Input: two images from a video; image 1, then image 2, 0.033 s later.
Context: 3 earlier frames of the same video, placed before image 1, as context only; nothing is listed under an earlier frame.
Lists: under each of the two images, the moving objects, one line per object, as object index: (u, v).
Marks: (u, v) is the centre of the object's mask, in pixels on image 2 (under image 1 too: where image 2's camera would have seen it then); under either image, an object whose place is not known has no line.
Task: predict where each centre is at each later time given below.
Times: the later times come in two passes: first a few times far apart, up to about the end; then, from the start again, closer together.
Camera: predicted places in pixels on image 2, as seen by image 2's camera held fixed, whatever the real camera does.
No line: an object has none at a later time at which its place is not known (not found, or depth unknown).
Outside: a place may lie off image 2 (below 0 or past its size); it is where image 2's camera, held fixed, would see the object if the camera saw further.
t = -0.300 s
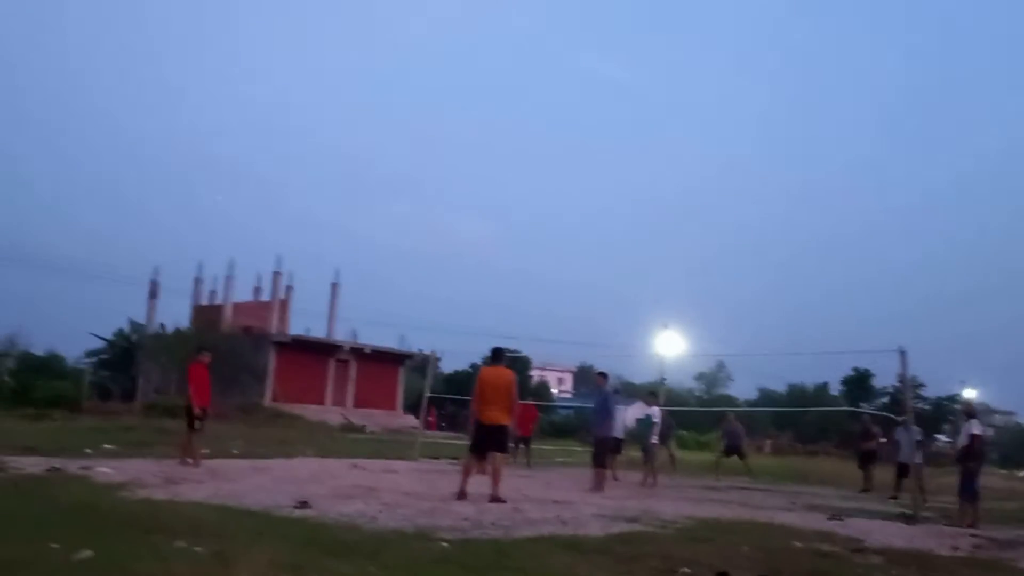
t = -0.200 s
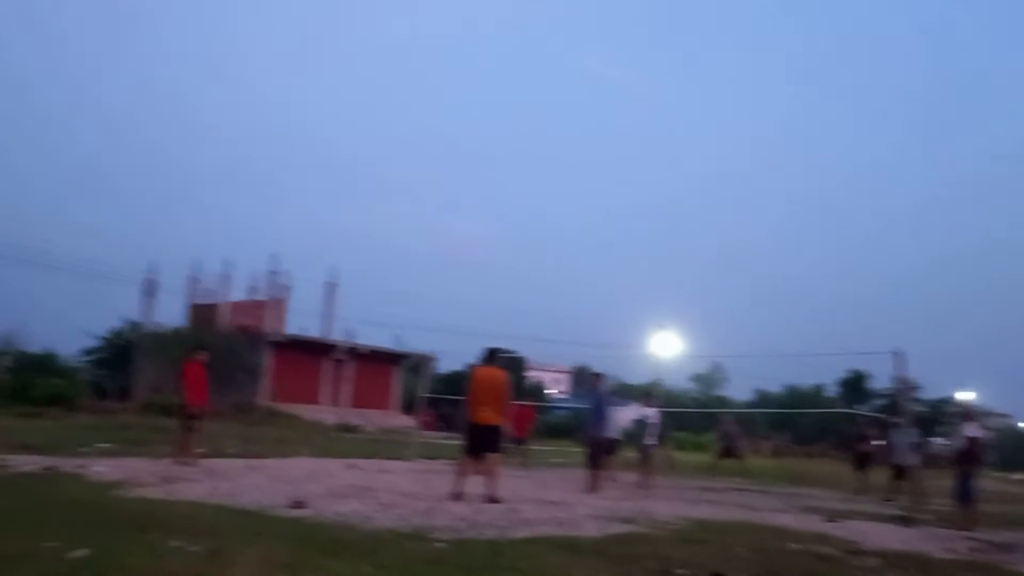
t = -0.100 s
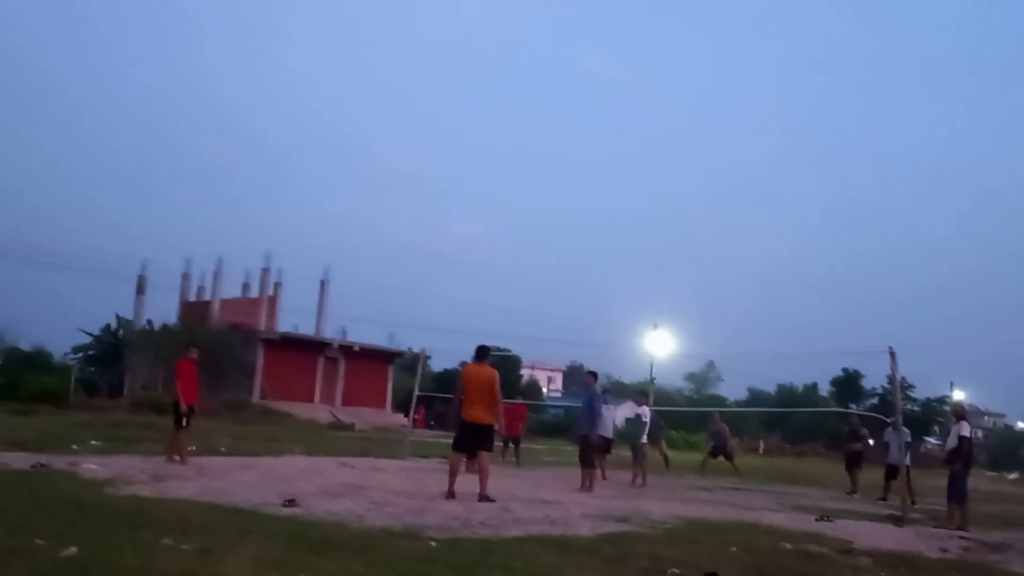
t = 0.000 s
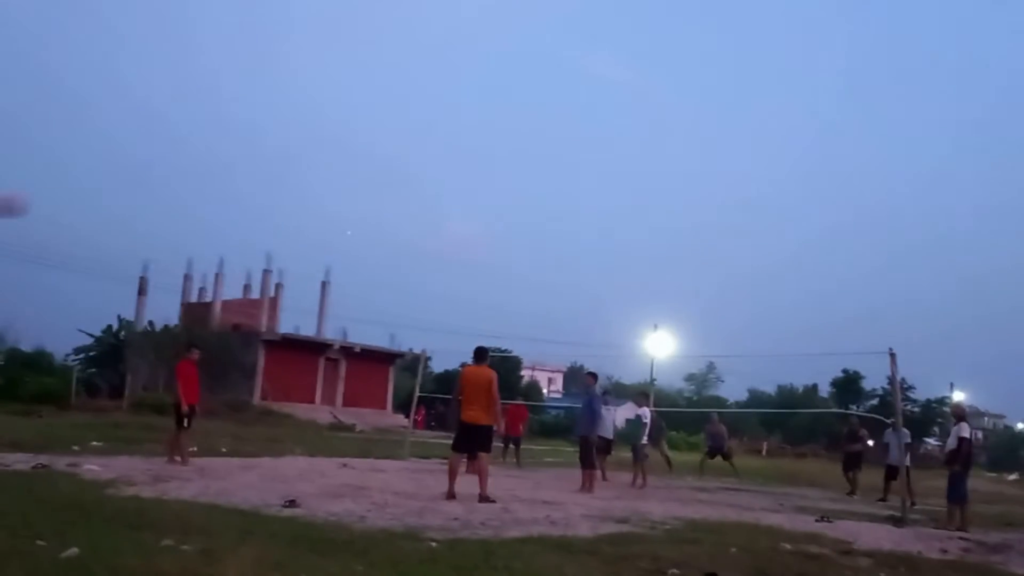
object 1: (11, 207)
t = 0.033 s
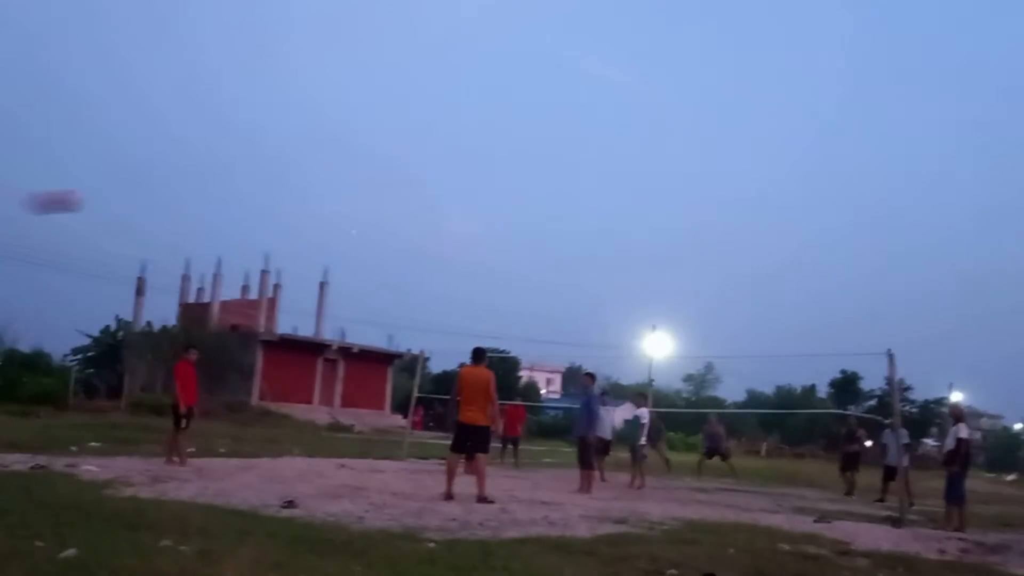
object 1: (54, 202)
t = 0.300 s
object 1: (352, 216)
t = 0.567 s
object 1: (493, 273)
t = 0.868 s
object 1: (580, 357)
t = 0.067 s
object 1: (108, 199)
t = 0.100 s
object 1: (155, 197)
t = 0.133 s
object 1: (197, 197)
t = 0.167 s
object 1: (235, 199)
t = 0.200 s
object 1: (269, 202)
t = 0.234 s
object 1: (299, 206)
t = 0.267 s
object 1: (326, 211)
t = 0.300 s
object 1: (352, 216)
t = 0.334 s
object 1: (375, 221)
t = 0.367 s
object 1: (396, 227)
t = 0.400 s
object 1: (416, 234)
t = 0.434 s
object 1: (433, 241)
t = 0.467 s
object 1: (450, 248)
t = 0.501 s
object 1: (465, 256)
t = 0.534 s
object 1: (479, 265)
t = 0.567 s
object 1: (493, 273)
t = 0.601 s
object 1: (505, 281)
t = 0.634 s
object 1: (517, 290)
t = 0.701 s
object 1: (537, 309)
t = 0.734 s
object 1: (547, 318)
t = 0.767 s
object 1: (555, 328)
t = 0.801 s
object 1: (564, 338)
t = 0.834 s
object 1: (572, 347)
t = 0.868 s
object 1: (580, 357)
